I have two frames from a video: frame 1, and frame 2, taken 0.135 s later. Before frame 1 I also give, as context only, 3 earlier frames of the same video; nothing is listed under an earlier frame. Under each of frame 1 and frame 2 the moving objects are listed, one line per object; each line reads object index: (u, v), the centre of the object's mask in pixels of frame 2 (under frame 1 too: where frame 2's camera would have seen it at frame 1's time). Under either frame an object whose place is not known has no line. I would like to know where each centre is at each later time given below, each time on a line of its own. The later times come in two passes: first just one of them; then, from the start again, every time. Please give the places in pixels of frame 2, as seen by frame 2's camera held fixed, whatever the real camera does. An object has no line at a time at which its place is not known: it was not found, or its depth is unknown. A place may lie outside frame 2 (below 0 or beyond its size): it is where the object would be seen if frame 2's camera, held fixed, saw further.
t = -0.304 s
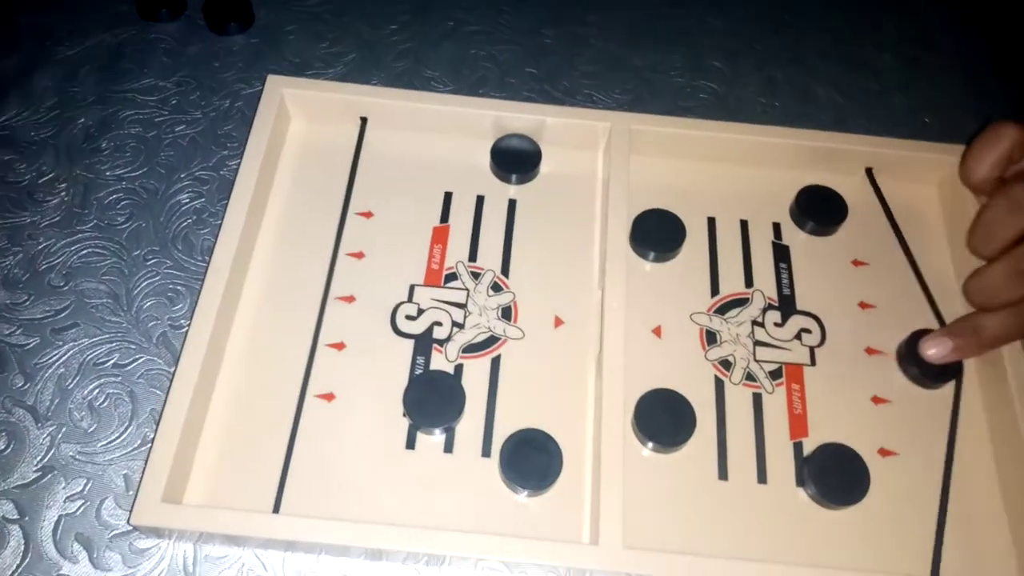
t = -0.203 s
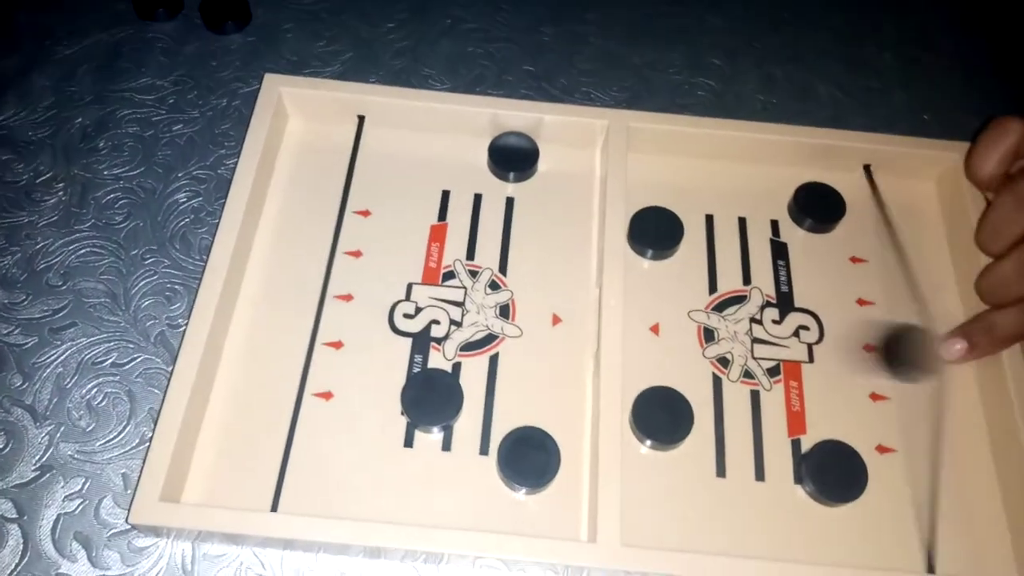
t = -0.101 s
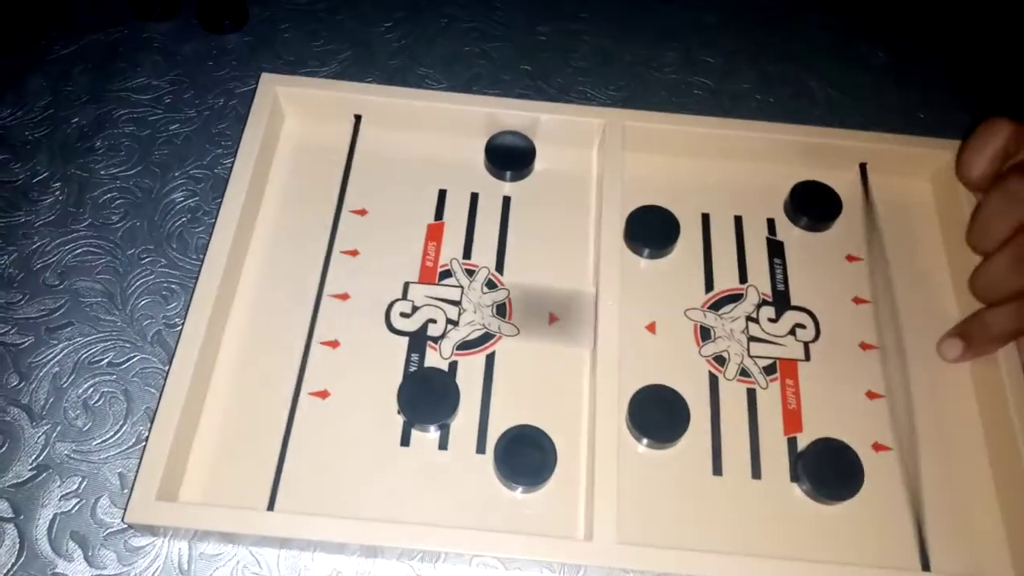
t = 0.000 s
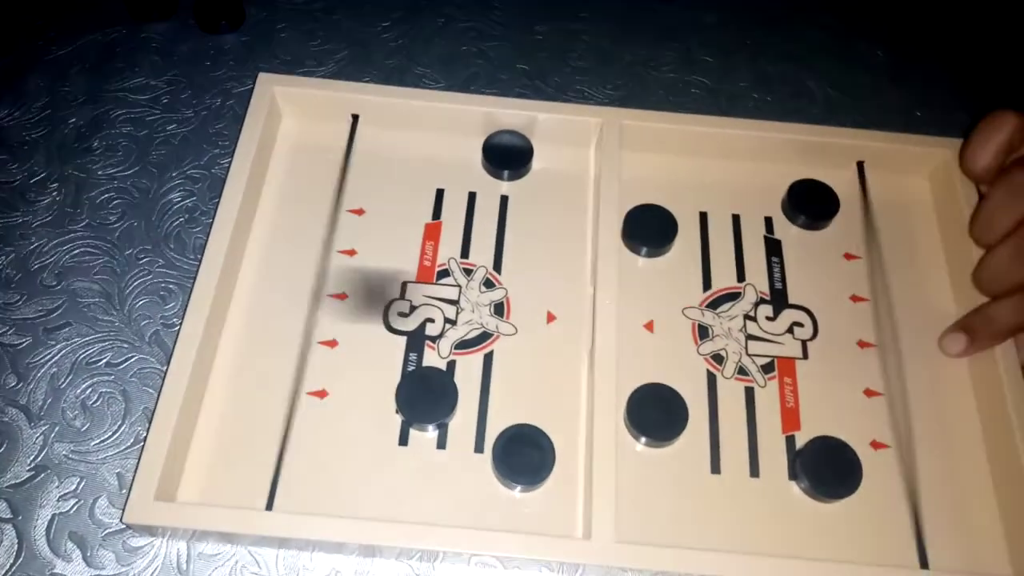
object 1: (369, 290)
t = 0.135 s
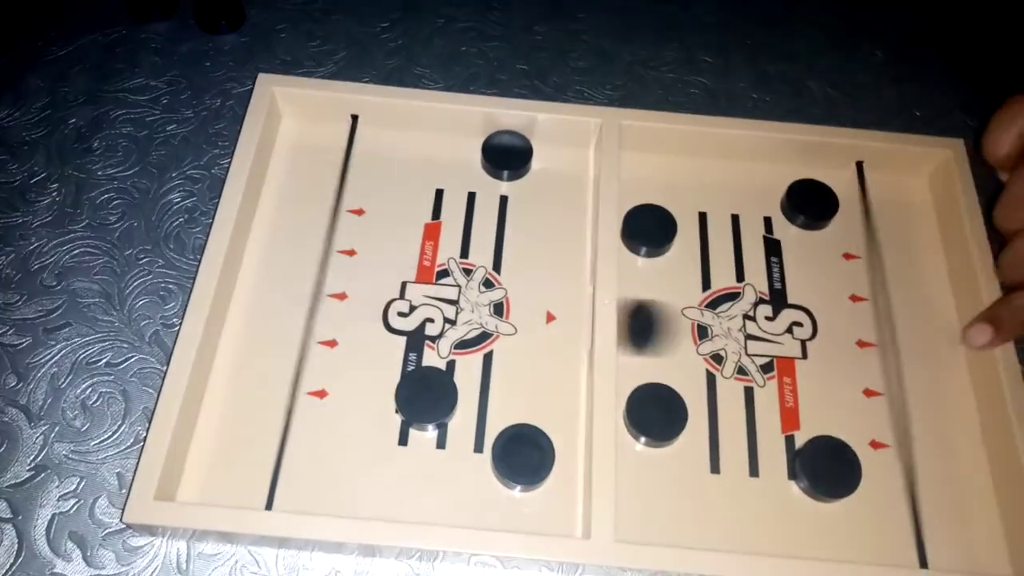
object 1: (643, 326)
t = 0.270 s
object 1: (757, 340)
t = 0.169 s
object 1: (680, 329)
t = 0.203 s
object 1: (717, 334)
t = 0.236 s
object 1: (742, 336)
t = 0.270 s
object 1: (757, 340)
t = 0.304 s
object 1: (761, 341)
